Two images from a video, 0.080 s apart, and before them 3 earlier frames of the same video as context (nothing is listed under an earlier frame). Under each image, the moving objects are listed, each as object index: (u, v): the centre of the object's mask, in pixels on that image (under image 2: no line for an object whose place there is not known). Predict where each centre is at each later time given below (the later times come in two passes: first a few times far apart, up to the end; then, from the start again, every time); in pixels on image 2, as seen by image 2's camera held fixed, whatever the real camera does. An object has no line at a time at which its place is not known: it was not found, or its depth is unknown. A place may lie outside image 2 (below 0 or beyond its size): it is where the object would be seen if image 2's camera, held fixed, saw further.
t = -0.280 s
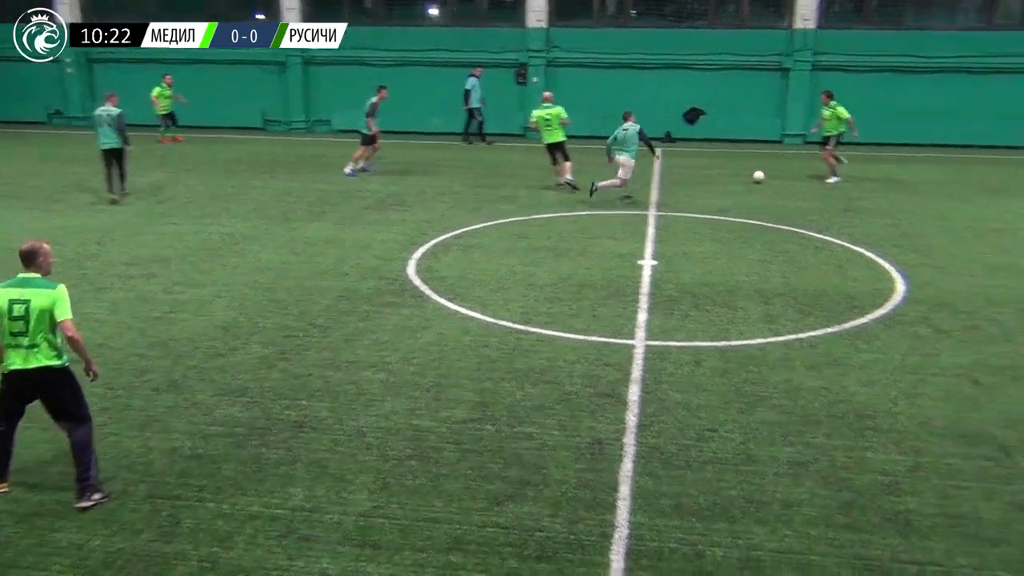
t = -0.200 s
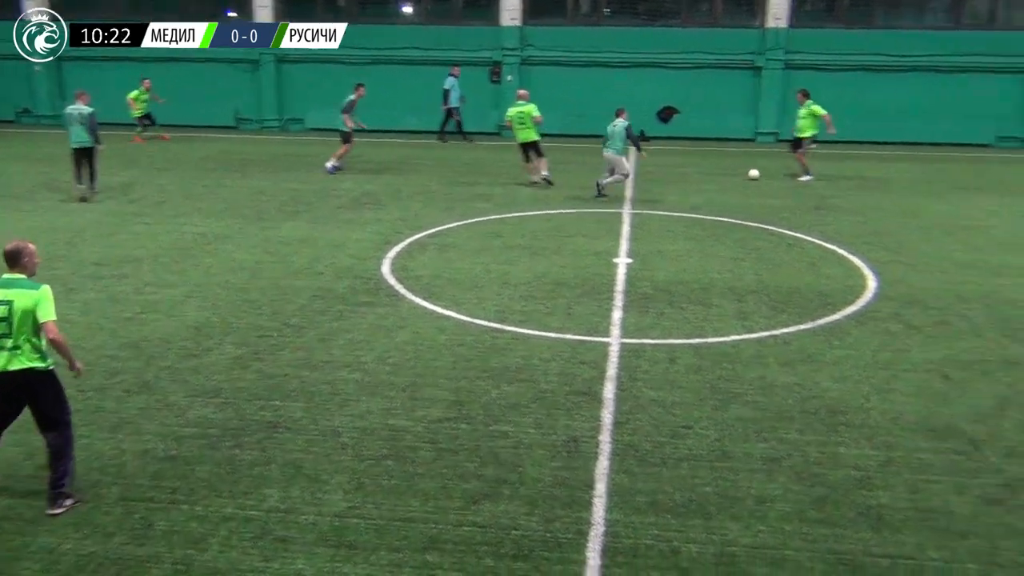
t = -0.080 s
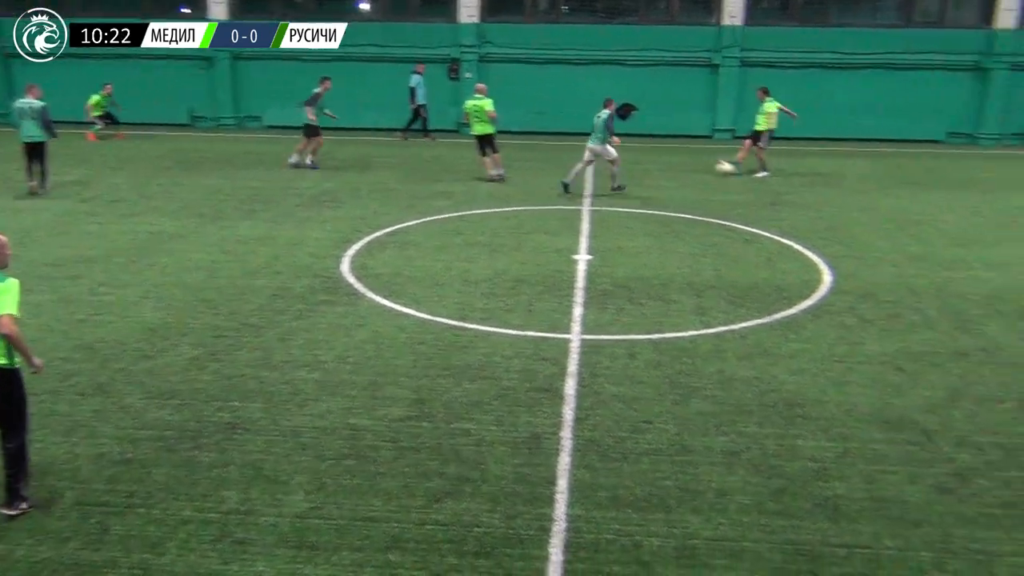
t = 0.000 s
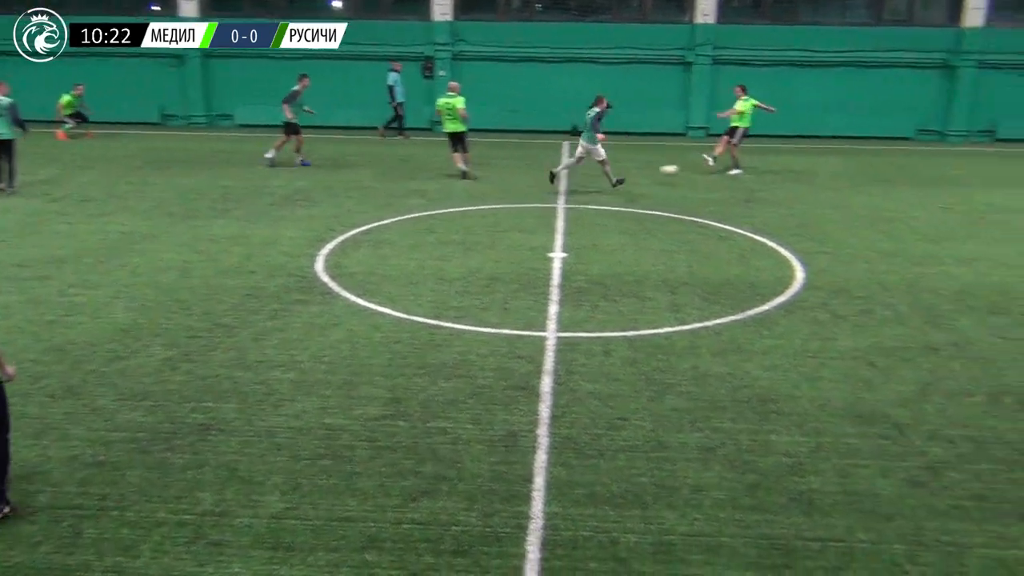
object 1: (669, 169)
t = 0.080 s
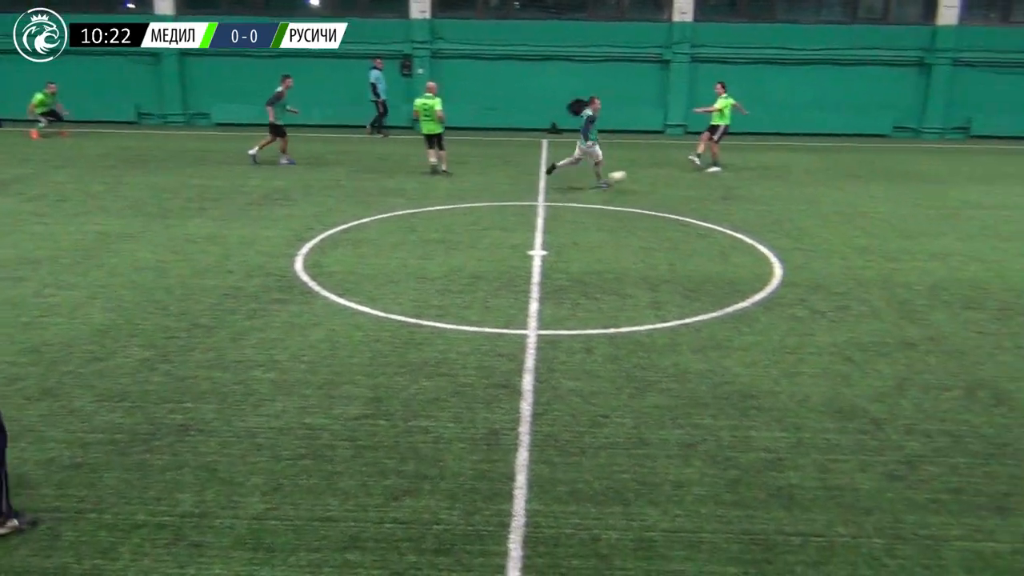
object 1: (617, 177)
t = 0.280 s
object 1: (523, 220)
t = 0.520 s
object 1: (401, 268)
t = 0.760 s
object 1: (260, 325)
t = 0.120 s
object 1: (600, 182)
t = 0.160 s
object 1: (581, 189)
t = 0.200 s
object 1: (563, 198)
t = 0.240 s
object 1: (544, 209)
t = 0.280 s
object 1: (523, 220)
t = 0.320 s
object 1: (505, 224)
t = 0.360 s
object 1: (487, 228)
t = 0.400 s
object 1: (467, 235)
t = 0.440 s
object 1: (446, 244)
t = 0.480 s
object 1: (424, 255)
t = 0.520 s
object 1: (401, 268)
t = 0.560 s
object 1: (379, 276)
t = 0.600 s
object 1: (357, 280)
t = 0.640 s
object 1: (335, 288)
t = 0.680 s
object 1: (312, 297)
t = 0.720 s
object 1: (286, 309)
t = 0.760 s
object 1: (260, 325)
